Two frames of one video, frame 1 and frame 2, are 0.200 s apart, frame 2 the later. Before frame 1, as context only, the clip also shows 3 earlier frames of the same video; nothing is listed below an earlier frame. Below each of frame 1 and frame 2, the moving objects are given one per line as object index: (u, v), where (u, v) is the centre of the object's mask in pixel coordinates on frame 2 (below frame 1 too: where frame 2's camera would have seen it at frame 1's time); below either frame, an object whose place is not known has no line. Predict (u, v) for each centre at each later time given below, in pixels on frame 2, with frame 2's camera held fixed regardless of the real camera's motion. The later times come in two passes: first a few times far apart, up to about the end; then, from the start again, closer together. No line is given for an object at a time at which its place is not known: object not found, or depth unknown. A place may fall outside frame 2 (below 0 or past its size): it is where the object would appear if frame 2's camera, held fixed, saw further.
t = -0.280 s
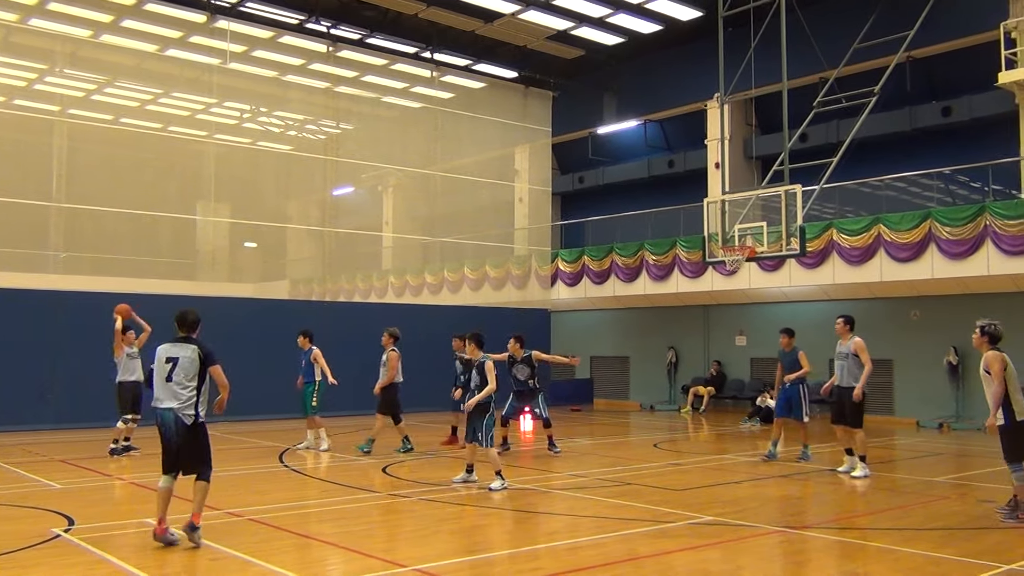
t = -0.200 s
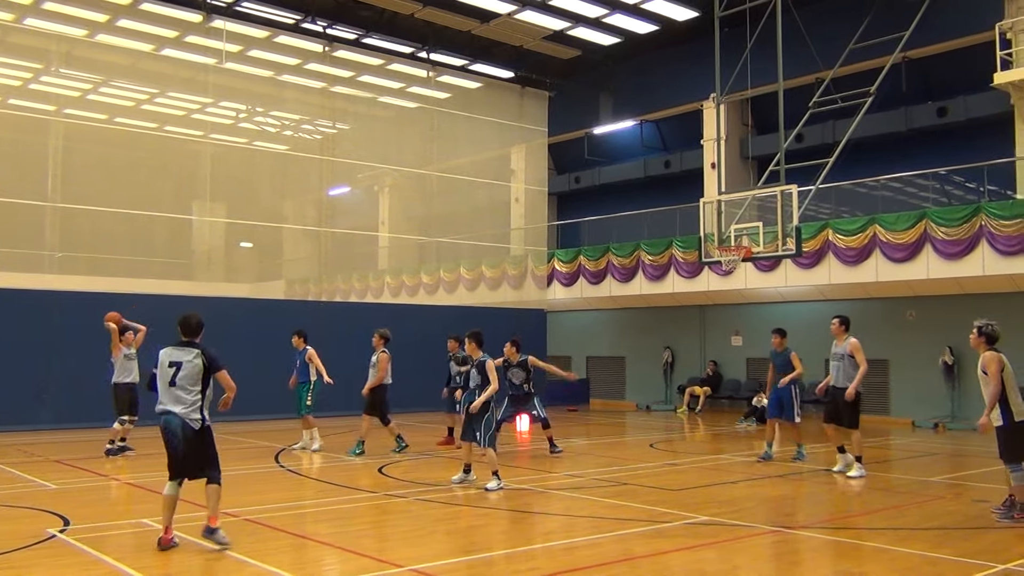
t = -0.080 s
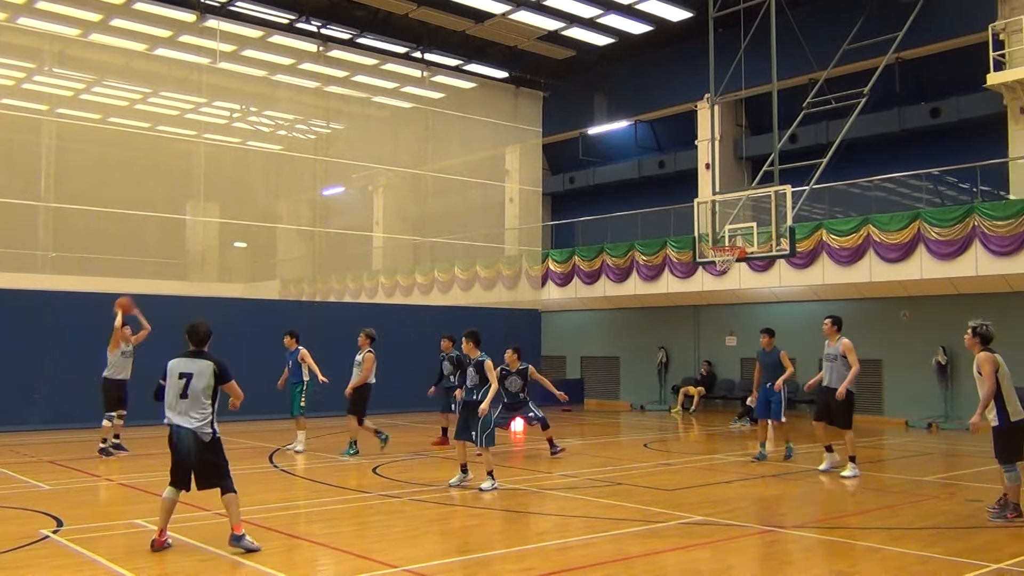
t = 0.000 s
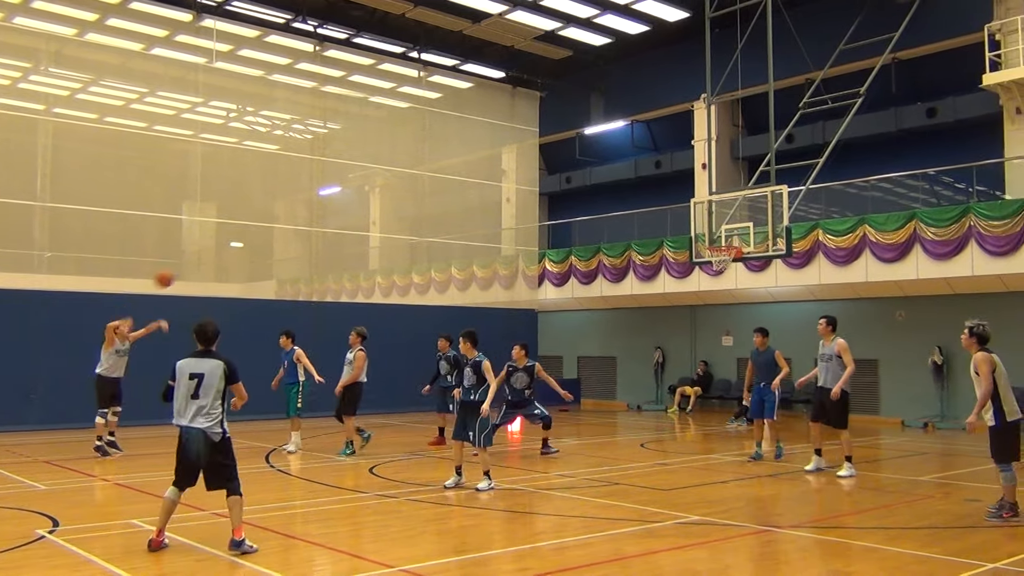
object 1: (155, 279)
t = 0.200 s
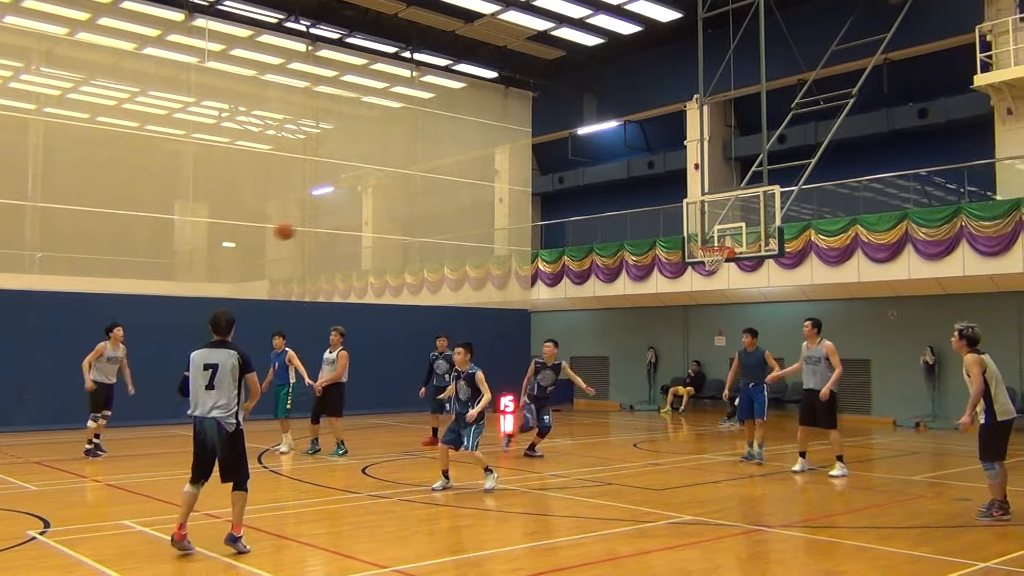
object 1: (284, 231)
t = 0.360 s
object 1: (399, 212)
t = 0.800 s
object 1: (797, 272)
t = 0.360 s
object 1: (399, 212)
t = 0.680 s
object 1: (673, 235)
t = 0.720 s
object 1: (715, 246)
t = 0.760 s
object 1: (755, 258)
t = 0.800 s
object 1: (797, 272)
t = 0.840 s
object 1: (843, 291)
